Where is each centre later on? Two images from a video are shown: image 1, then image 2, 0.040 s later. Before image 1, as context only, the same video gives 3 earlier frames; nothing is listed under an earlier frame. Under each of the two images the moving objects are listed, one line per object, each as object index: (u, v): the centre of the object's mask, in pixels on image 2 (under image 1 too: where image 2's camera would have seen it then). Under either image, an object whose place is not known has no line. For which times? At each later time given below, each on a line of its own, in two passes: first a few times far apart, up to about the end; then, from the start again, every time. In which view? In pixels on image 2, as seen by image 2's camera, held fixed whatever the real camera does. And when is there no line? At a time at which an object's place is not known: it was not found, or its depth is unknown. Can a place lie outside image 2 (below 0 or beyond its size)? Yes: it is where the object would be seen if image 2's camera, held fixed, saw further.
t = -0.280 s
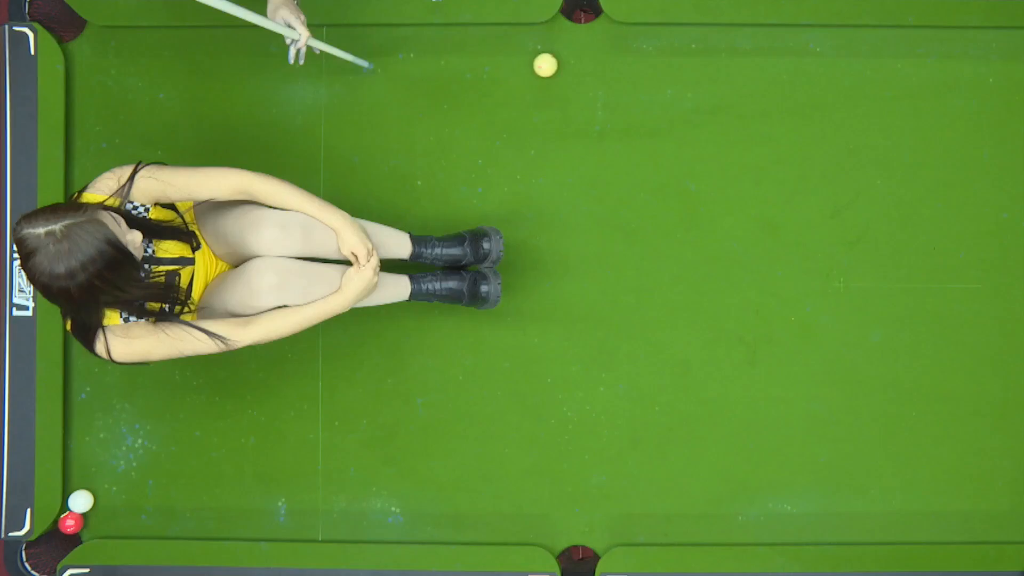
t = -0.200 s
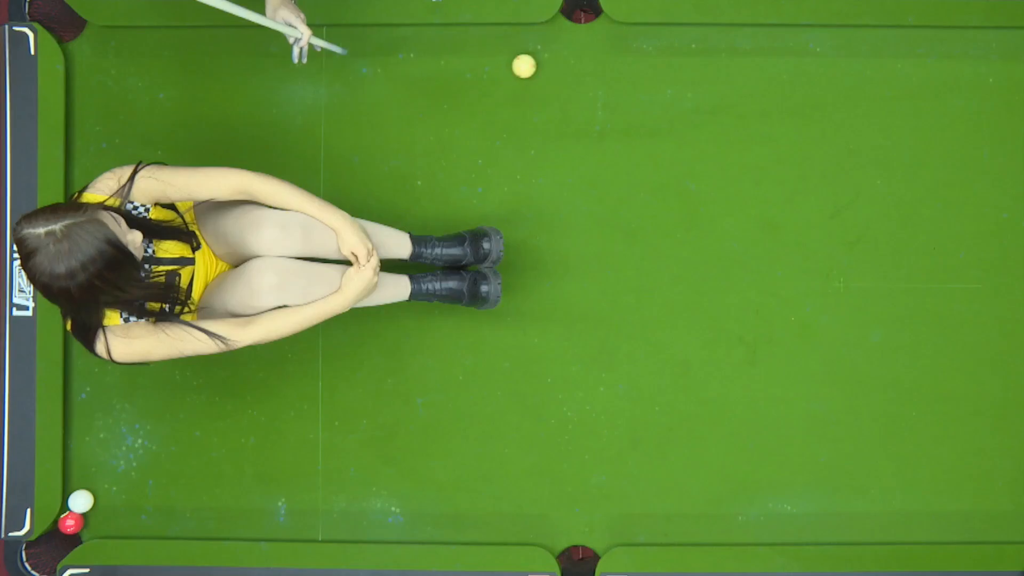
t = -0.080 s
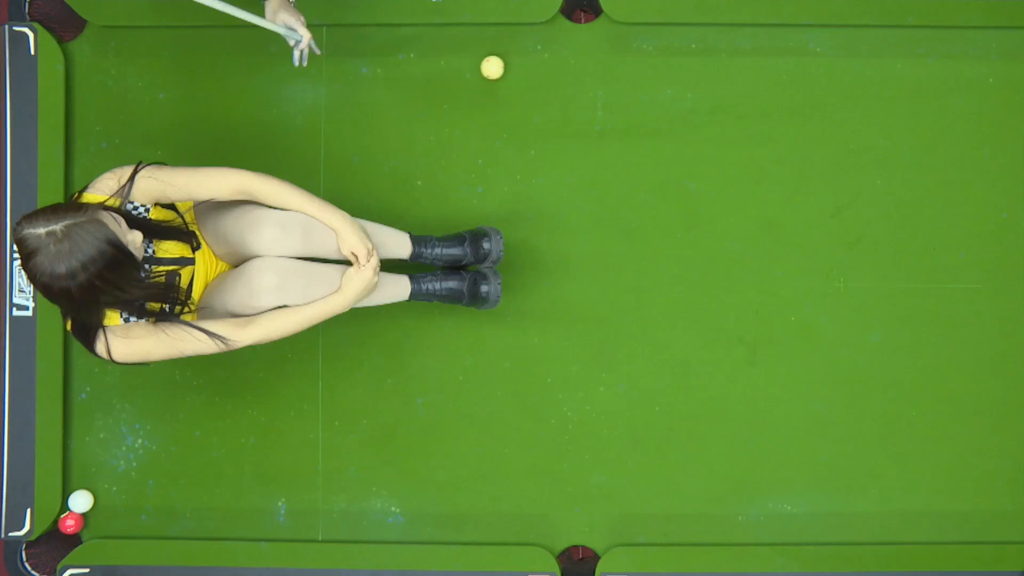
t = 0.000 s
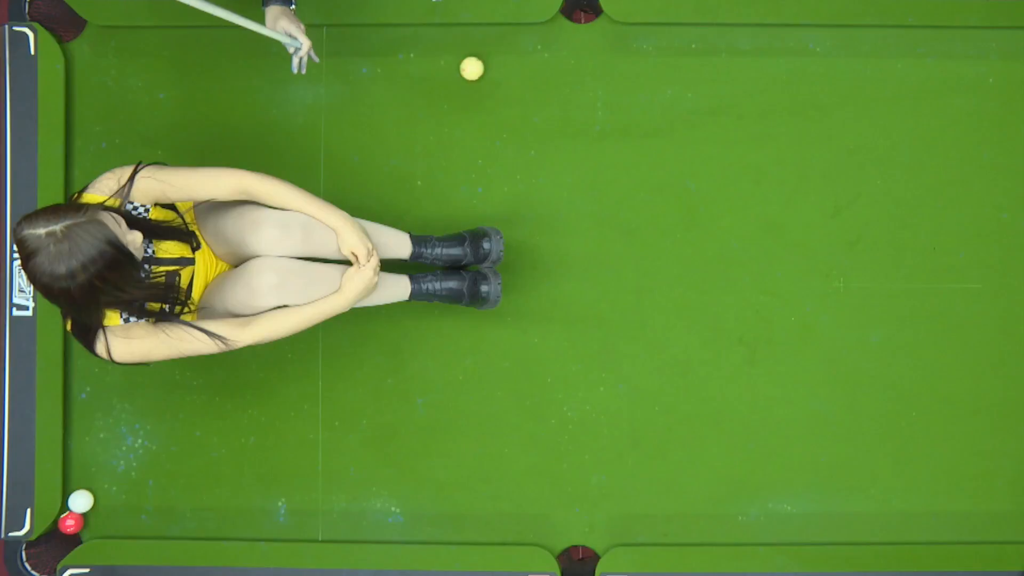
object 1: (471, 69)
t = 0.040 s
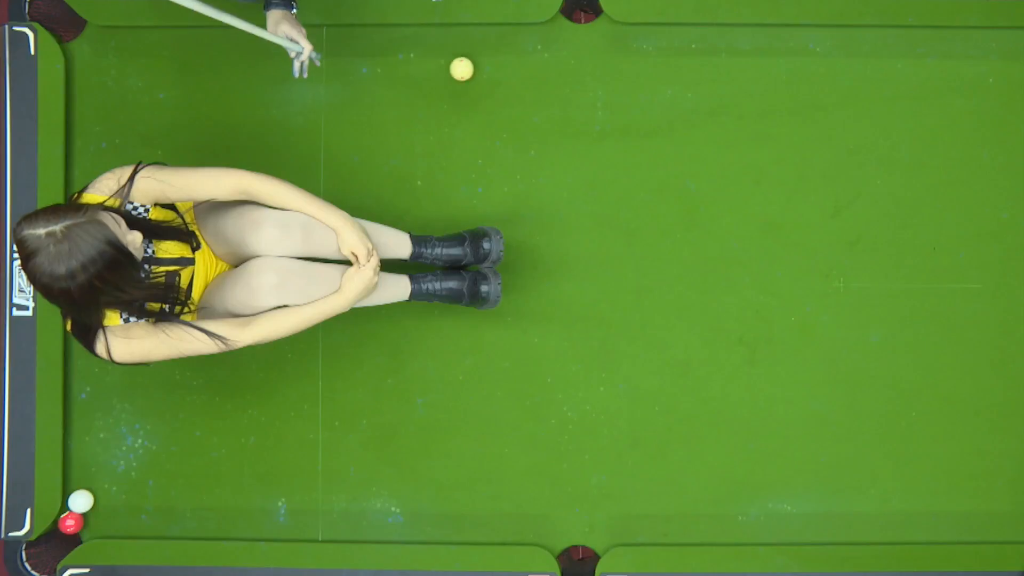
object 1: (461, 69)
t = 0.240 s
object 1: (412, 71)
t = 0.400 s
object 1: (373, 73)
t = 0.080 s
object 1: (452, 70)
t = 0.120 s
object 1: (441, 70)
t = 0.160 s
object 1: (431, 70)
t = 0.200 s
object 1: (421, 71)
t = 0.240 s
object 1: (412, 71)
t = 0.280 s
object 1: (402, 72)
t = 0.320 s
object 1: (393, 72)
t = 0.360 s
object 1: (383, 73)
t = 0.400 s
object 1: (373, 73)
